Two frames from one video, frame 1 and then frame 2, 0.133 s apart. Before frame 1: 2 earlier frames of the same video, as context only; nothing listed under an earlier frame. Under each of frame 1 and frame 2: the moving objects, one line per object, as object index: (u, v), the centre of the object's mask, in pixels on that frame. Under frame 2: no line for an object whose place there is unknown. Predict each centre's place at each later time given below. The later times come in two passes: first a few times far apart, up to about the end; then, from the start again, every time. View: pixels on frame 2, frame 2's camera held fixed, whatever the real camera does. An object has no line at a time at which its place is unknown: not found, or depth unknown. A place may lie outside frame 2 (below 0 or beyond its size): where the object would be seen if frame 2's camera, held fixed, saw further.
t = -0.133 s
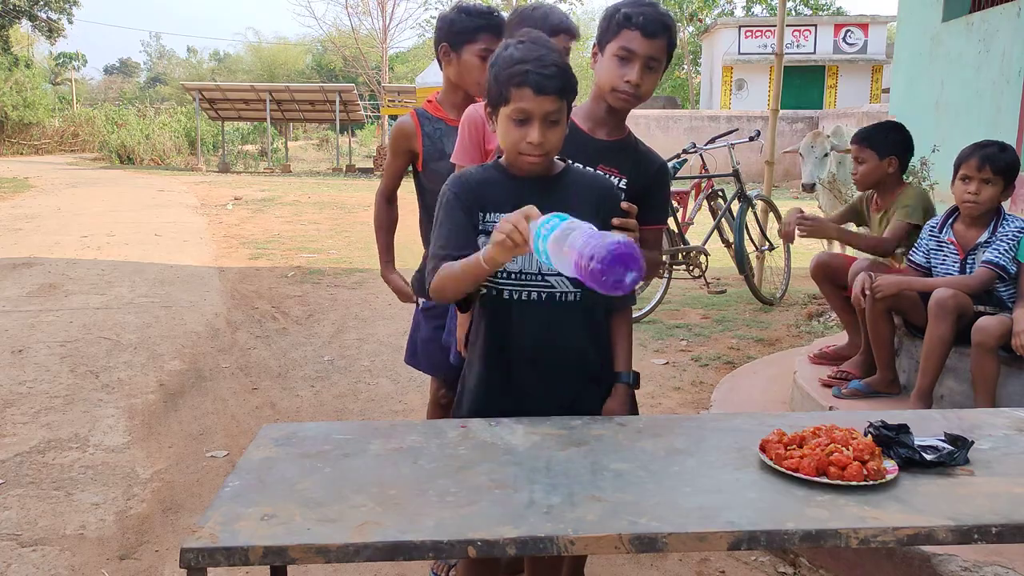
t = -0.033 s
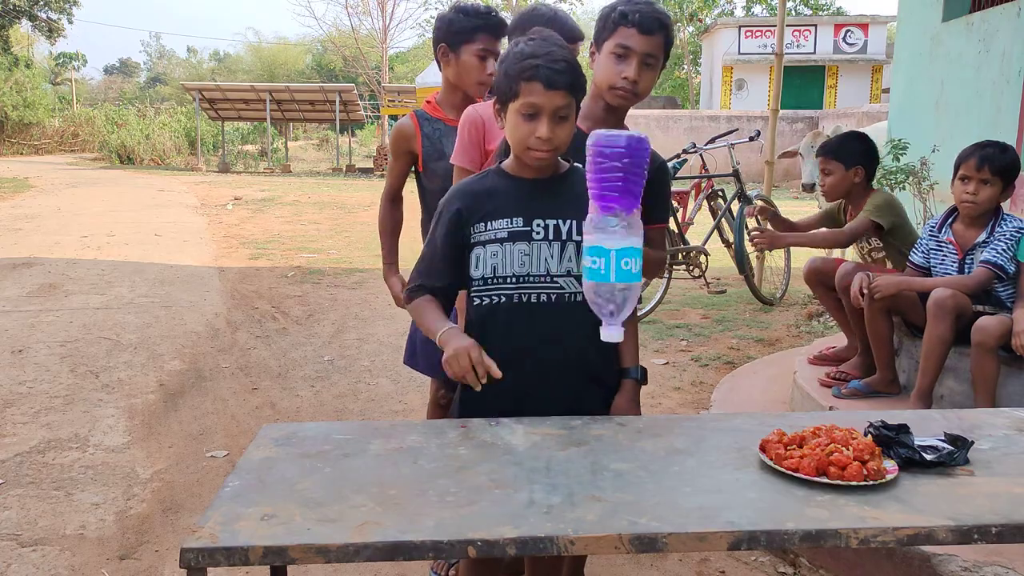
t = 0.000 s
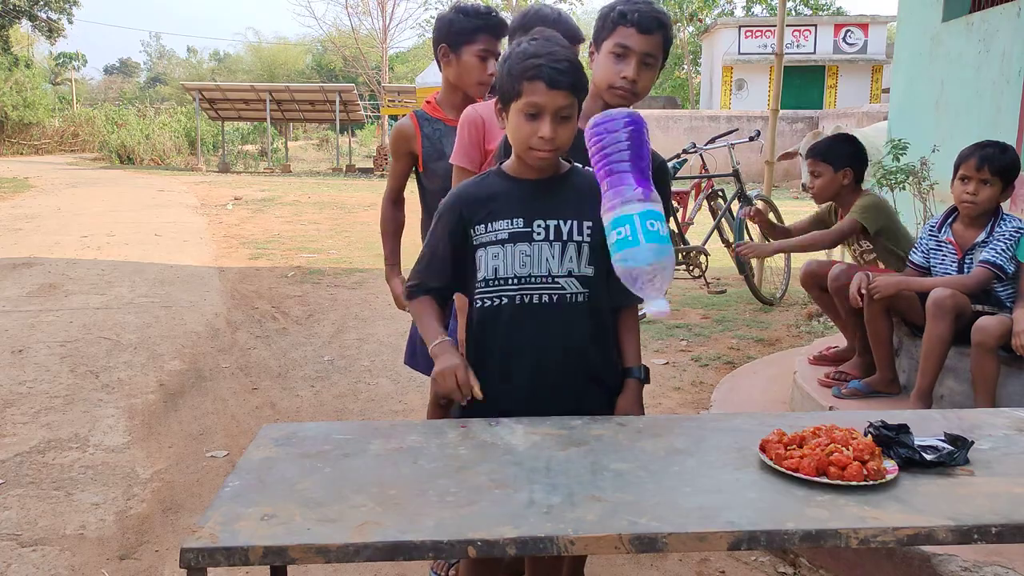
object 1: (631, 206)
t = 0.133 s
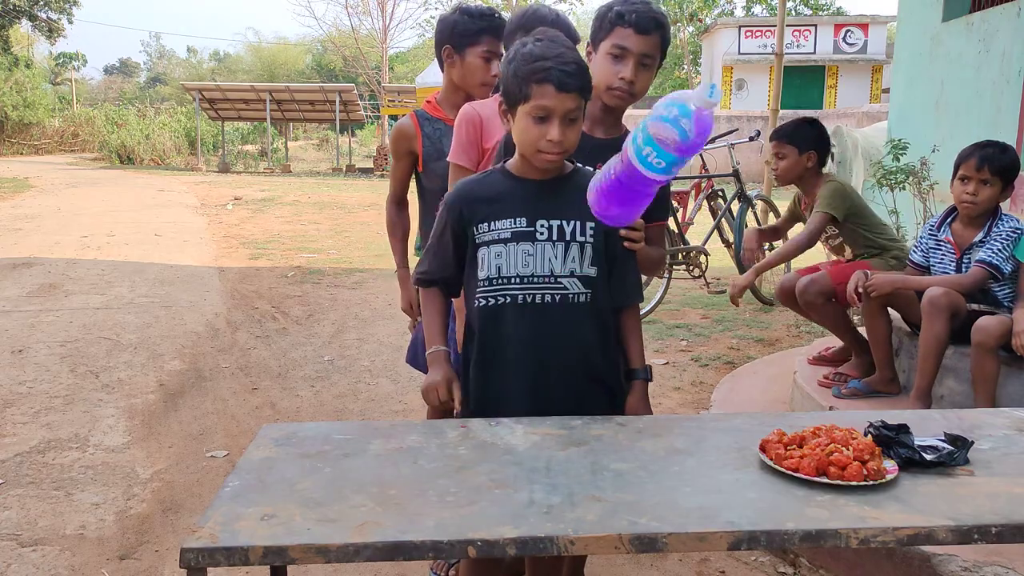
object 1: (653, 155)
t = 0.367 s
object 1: (638, 407)
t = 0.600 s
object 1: (648, 414)
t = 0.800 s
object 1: (647, 441)
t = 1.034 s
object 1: (646, 442)
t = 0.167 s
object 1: (651, 174)
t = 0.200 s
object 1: (648, 206)
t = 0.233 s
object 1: (645, 249)
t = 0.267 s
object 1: (643, 299)
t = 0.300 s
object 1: (640, 359)
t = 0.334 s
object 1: (638, 414)
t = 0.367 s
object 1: (638, 407)
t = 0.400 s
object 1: (642, 405)
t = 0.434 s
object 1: (645, 404)
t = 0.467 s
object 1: (646, 405)
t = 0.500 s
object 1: (647, 405)
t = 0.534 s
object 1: (648, 407)
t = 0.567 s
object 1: (648, 409)
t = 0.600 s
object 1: (648, 414)
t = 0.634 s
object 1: (648, 422)
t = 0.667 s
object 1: (647, 435)
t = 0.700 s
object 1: (647, 440)
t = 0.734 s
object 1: (646, 441)
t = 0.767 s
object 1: (646, 442)
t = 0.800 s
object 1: (647, 441)
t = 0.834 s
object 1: (648, 441)
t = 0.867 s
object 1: (648, 442)
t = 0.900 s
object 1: (648, 441)
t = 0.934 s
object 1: (647, 442)
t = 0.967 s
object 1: (646, 441)
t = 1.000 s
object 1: (646, 442)
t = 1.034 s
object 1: (646, 442)
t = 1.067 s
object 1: (647, 441)
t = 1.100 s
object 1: (648, 442)
